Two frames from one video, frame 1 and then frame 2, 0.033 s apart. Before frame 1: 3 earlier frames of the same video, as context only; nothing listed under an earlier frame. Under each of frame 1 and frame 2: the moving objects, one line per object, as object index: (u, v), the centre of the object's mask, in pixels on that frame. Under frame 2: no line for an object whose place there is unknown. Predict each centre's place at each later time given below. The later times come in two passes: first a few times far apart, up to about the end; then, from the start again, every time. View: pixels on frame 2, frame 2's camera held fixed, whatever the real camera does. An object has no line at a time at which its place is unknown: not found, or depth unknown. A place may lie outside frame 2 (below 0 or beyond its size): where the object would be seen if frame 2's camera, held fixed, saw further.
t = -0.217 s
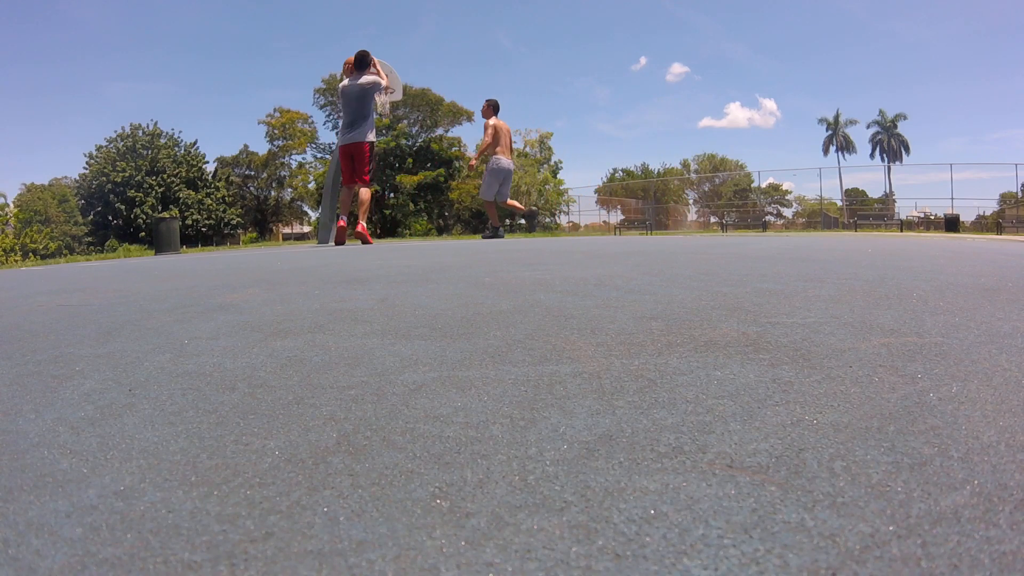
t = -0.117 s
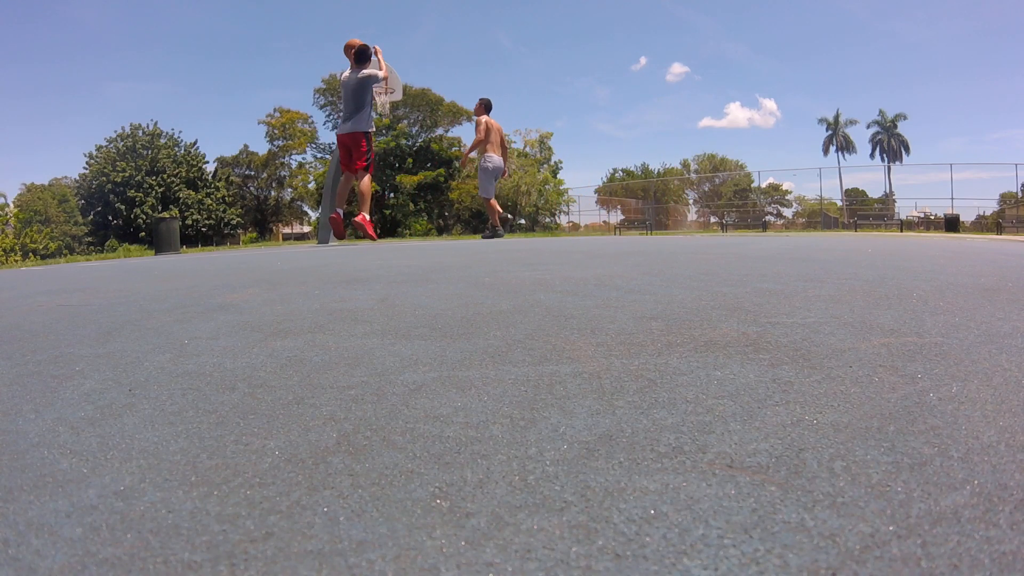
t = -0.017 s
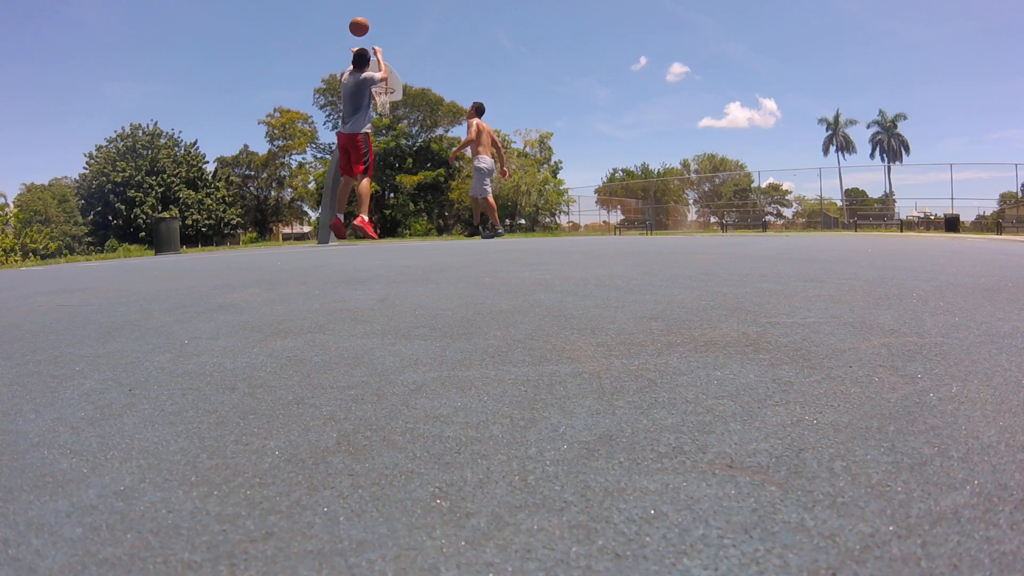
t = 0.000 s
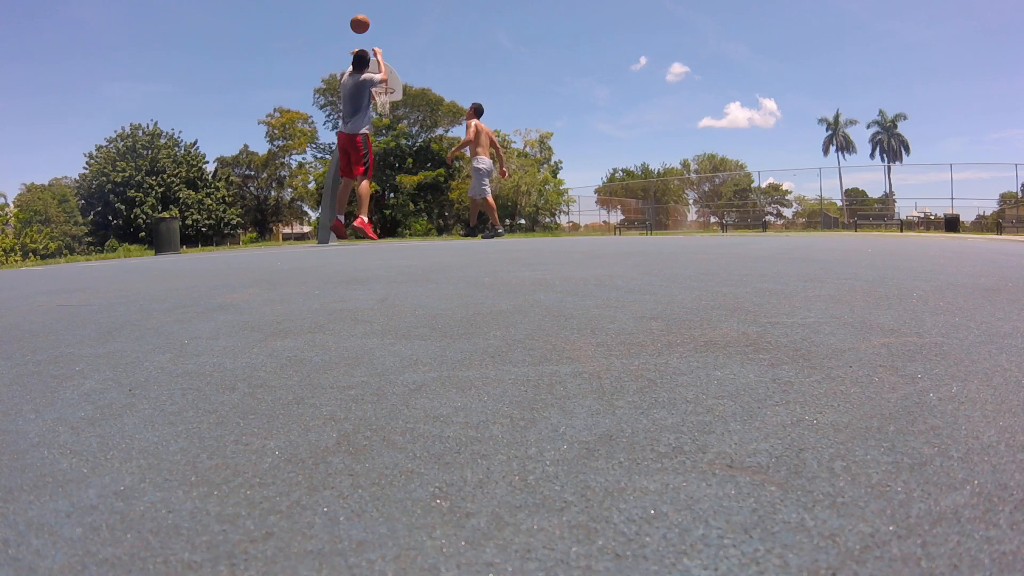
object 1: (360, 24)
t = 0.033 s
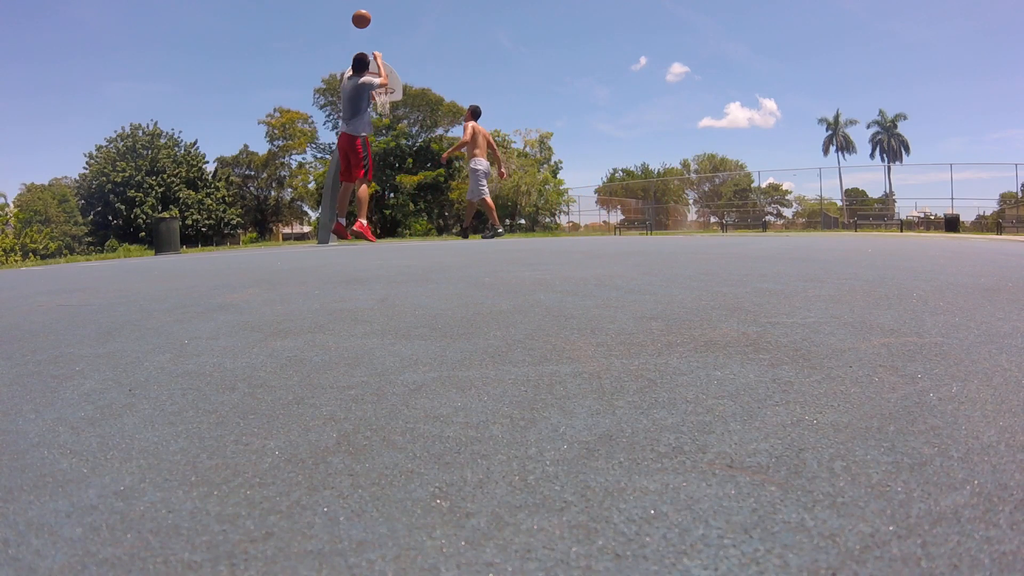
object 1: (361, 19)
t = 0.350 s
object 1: (371, 14)
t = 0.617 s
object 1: (376, 48)
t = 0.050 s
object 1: (362, 17)
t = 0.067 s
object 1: (363, 15)
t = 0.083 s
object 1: (363, 14)
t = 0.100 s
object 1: (364, 13)
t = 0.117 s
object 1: (364, 11)
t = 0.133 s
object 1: (365, 11)
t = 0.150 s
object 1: (366, 10)
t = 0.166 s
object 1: (366, 9)
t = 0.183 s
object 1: (367, 9)
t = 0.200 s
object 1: (367, 9)
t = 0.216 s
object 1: (367, 9)
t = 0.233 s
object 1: (368, 9)
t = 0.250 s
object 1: (368, 10)
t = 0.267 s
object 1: (369, 10)
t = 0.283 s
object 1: (369, 11)
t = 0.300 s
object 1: (370, 11)
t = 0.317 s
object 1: (370, 12)
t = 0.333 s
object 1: (370, 13)
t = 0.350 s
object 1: (371, 14)
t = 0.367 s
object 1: (371, 16)
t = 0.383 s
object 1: (371, 17)
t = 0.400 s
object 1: (372, 19)
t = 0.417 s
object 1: (372, 20)
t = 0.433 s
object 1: (372, 22)
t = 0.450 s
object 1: (373, 24)
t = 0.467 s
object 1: (373, 26)
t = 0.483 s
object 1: (373, 28)
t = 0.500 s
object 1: (374, 31)
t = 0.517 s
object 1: (374, 33)
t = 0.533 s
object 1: (374, 35)
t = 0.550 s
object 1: (374, 38)
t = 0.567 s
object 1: (375, 40)
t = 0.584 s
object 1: (375, 43)
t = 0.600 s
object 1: (375, 46)
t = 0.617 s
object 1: (376, 48)
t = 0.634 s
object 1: (376, 51)
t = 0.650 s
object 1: (376, 55)
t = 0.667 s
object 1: (376, 58)
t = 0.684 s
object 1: (376, 61)
